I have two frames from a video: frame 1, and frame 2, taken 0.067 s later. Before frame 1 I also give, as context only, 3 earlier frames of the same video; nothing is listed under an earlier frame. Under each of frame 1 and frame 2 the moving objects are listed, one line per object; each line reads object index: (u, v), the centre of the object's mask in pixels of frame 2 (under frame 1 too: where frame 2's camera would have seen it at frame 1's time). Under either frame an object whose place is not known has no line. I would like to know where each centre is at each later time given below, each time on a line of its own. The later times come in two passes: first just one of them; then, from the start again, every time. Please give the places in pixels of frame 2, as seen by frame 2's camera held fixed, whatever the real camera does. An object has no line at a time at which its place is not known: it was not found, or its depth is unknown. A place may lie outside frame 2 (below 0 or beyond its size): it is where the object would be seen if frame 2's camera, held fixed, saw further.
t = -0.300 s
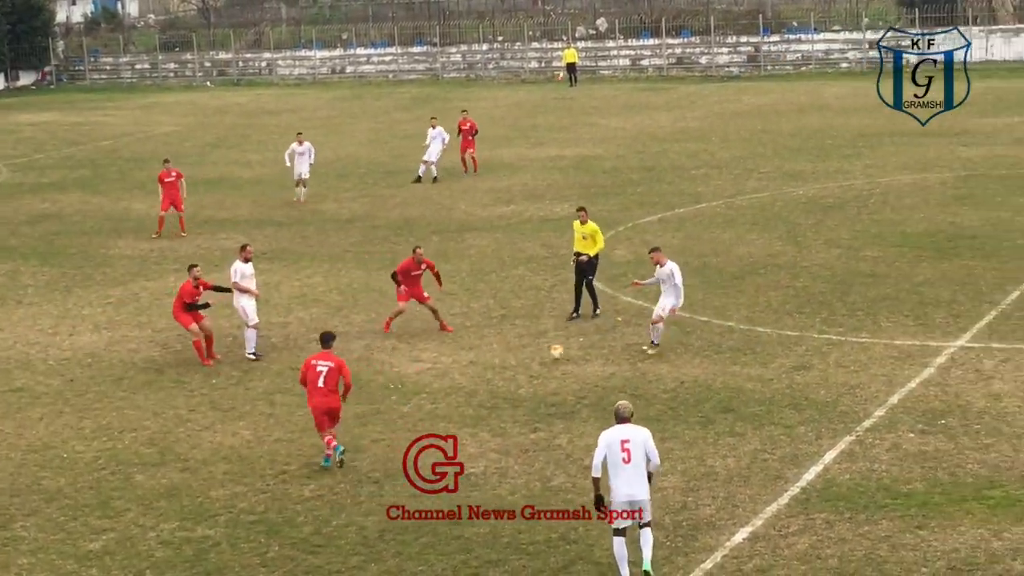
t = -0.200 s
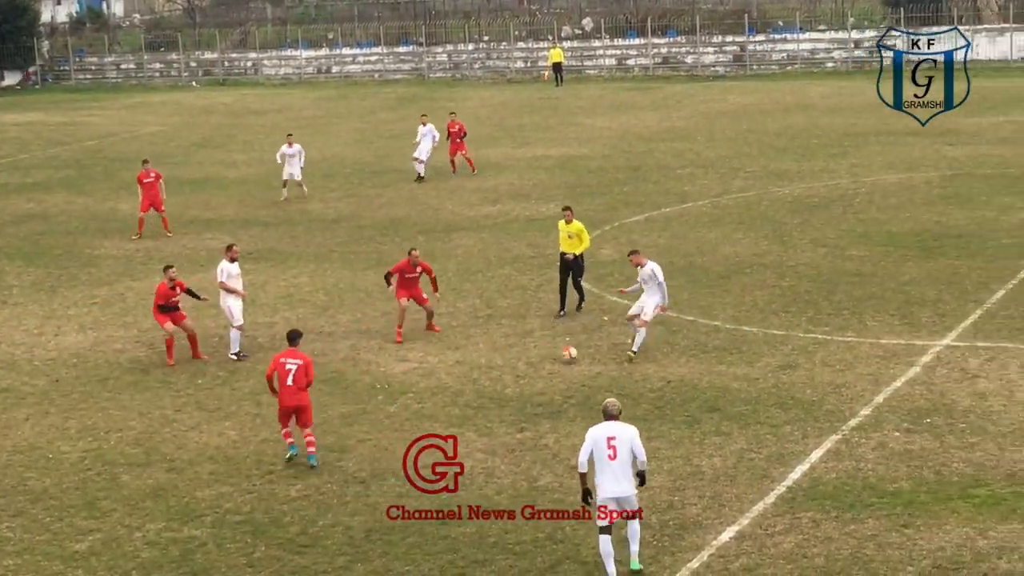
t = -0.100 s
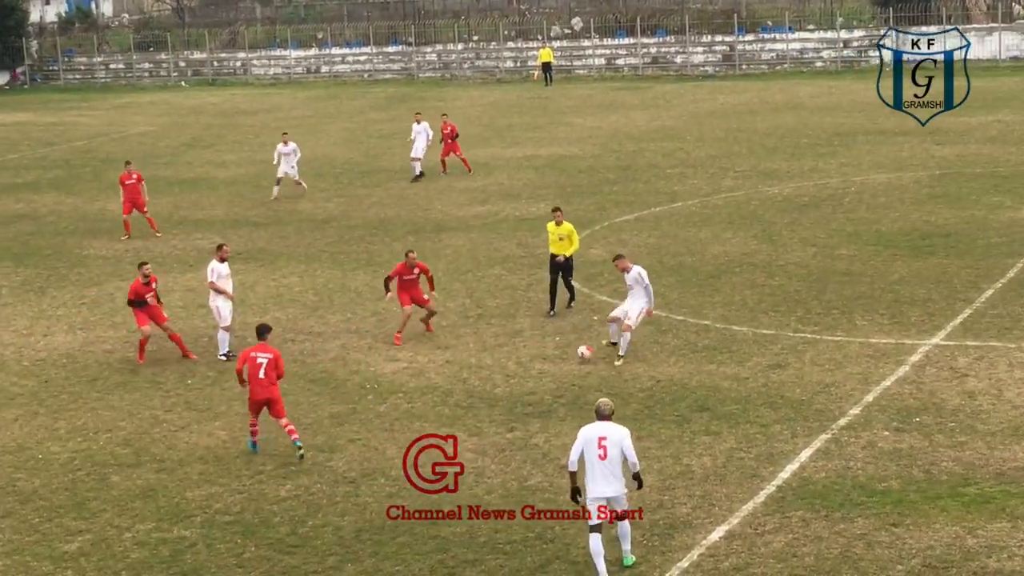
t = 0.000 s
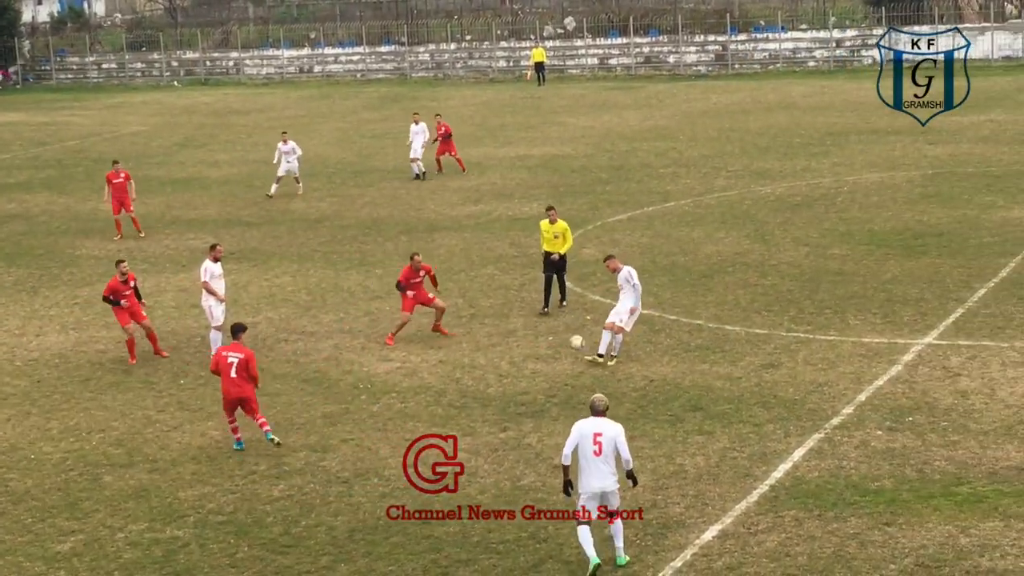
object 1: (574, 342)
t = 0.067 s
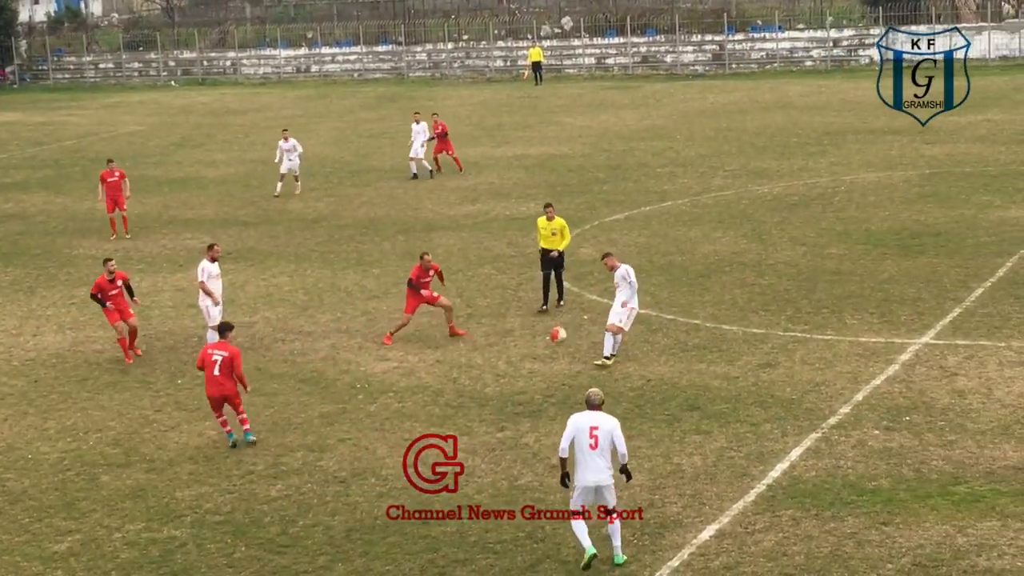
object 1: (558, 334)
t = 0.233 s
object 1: (518, 328)
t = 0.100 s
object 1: (550, 332)
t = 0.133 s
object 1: (542, 330)
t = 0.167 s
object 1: (534, 329)
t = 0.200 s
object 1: (526, 327)
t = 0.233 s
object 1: (518, 328)
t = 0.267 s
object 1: (511, 328)
